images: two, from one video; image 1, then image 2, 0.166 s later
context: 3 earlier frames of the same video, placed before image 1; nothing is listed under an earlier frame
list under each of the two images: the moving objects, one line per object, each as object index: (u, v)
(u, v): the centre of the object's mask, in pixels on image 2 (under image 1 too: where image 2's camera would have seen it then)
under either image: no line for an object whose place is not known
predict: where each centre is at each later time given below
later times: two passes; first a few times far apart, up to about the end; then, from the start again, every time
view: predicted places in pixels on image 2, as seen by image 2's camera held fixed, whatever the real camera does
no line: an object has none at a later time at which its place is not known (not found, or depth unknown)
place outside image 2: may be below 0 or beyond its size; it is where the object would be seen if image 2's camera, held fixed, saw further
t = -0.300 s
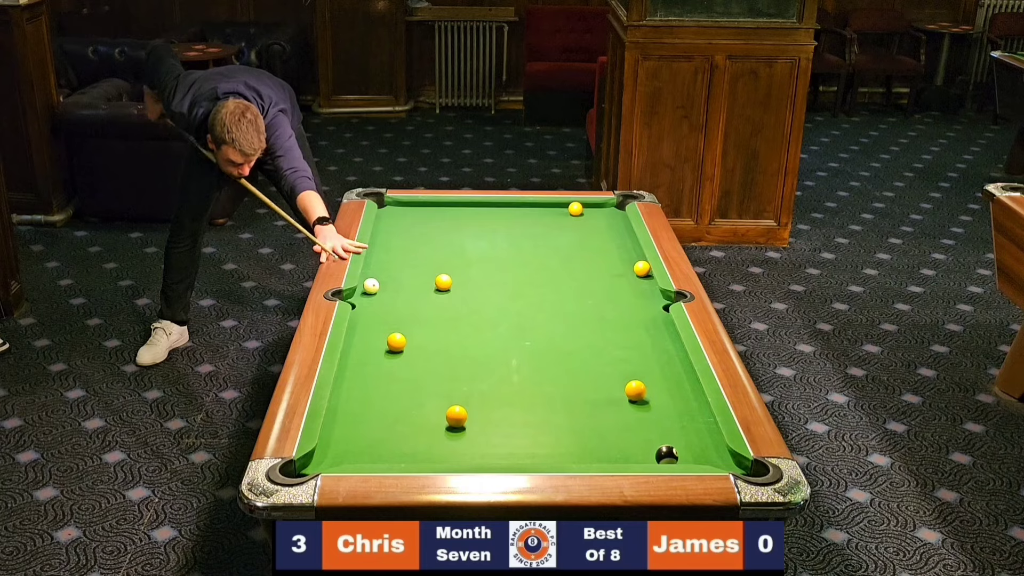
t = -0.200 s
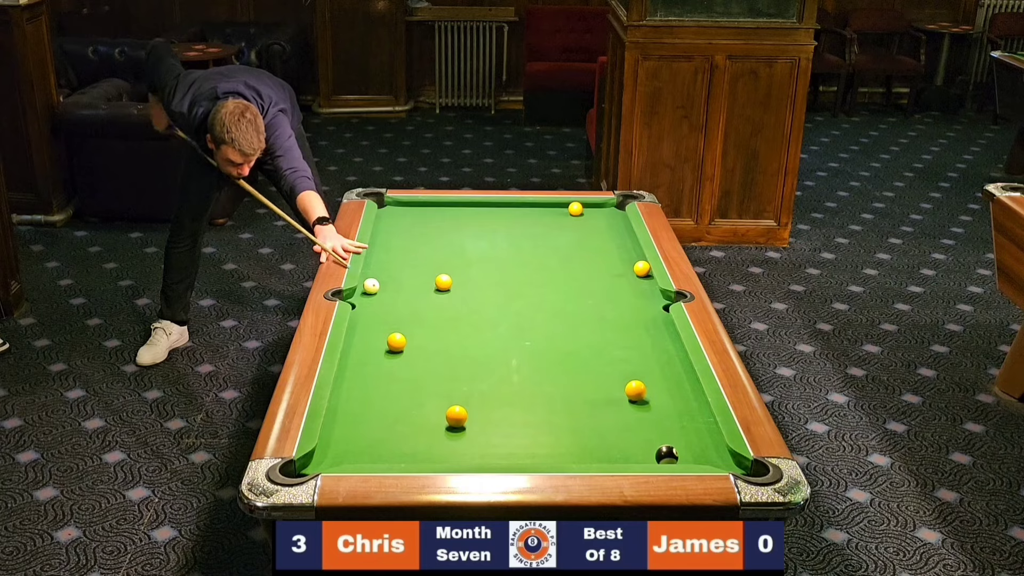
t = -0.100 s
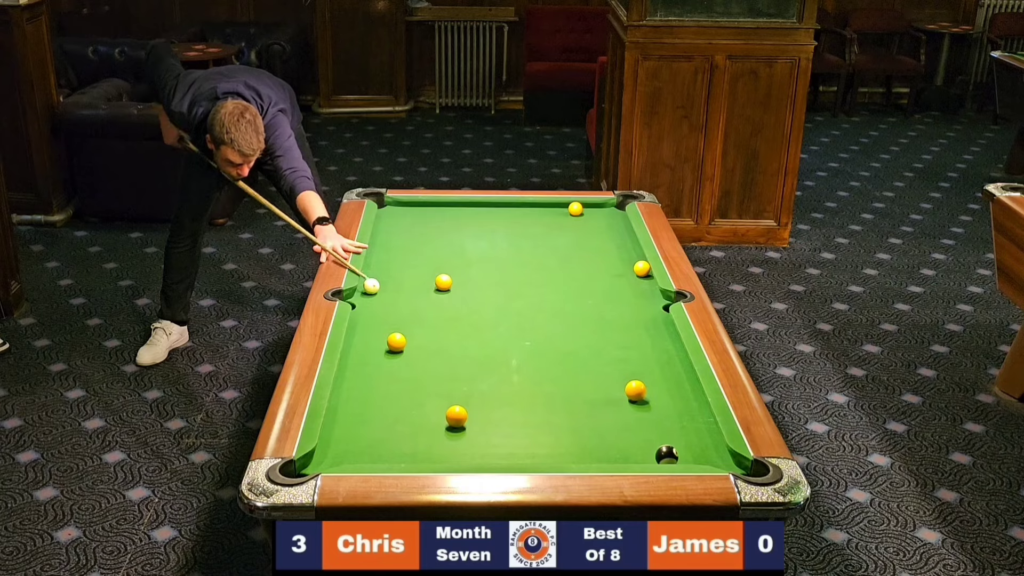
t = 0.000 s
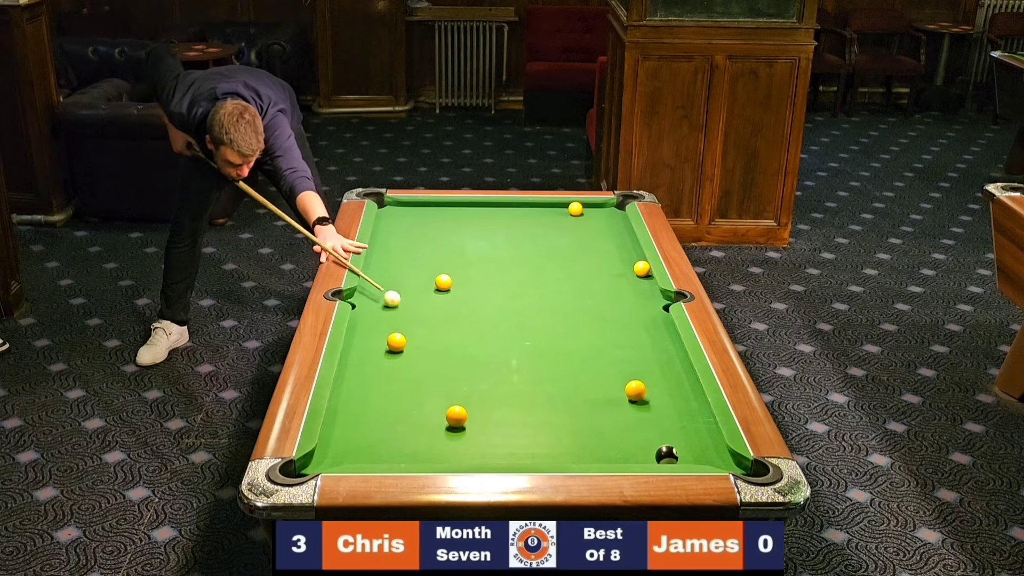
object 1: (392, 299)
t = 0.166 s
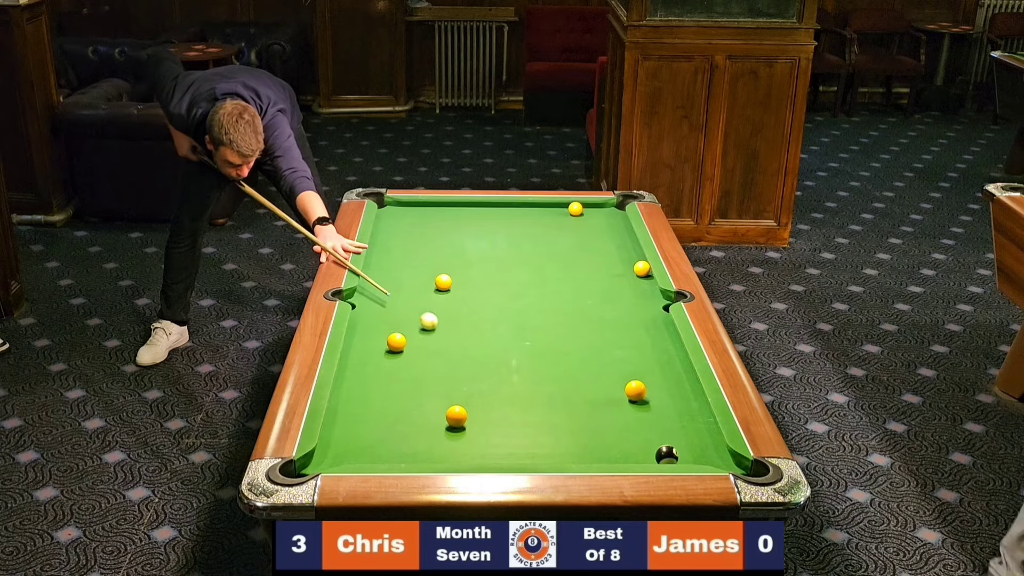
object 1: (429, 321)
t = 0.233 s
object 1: (444, 331)
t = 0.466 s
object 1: (503, 367)
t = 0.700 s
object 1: (568, 406)
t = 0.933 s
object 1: (643, 451)
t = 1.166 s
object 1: (634, 450)
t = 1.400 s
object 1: (622, 428)
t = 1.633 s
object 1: (612, 410)
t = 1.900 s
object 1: (601, 392)
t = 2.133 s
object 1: (593, 377)
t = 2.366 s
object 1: (586, 364)
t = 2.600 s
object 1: (580, 353)
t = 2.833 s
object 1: (574, 343)
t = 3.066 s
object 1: (569, 334)
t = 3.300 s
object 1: (564, 327)
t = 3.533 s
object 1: (560, 320)
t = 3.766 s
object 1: (557, 315)
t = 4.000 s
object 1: (554, 310)
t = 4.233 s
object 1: (551, 306)
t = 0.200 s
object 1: (436, 326)
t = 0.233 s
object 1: (444, 331)
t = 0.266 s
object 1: (452, 336)
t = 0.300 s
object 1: (460, 341)
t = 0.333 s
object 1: (469, 346)
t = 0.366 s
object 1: (477, 351)
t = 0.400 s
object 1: (485, 356)
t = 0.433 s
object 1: (494, 361)
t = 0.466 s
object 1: (503, 367)
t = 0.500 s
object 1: (512, 372)
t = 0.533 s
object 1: (521, 378)
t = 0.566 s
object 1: (530, 383)
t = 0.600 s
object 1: (539, 389)
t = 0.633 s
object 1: (549, 395)
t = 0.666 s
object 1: (559, 400)
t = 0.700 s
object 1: (568, 406)
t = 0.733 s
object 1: (578, 412)
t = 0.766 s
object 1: (589, 418)
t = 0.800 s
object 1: (599, 424)
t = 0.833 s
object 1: (610, 431)
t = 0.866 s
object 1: (620, 437)
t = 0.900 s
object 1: (632, 444)
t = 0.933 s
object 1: (643, 451)
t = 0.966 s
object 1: (643, 455)
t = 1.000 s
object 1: (641, 457)
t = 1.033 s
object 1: (641, 459)
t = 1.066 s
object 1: (639, 457)
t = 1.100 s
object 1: (638, 455)
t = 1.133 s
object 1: (636, 453)
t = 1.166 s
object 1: (634, 450)
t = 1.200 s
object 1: (632, 446)
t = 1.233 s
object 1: (630, 443)
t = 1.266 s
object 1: (629, 440)
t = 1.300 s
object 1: (627, 437)
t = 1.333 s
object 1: (626, 434)
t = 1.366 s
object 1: (624, 431)
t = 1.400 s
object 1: (622, 428)
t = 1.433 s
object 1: (621, 426)
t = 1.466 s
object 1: (619, 423)
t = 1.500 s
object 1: (618, 420)
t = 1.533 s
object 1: (616, 417)
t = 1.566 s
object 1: (615, 415)
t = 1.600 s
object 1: (613, 412)
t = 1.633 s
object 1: (612, 410)
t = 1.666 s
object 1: (611, 407)
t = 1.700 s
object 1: (609, 405)
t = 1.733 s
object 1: (607, 403)
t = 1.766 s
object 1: (606, 400)
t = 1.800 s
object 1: (605, 398)
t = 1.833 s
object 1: (604, 396)
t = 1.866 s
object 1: (602, 394)
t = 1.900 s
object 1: (601, 392)
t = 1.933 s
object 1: (600, 389)
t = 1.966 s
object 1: (599, 387)
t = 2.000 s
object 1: (598, 385)
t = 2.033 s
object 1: (597, 383)
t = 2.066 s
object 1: (595, 381)
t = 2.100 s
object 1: (594, 379)
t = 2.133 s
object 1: (593, 377)
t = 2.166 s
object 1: (592, 375)
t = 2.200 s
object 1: (591, 373)
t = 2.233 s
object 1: (590, 371)
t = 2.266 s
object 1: (589, 369)
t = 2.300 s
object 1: (588, 368)
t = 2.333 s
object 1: (587, 366)
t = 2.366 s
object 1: (586, 364)
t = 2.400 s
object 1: (585, 363)
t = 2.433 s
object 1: (584, 361)
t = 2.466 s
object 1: (583, 359)
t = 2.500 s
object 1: (582, 358)
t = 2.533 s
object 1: (581, 356)
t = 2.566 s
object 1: (581, 355)
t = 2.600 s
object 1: (580, 353)
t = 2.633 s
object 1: (579, 352)
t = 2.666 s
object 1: (578, 350)
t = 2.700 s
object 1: (577, 349)
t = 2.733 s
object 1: (576, 347)
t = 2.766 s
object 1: (575, 346)
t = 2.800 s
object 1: (575, 345)
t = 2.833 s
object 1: (574, 343)
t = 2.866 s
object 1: (573, 342)
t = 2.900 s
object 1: (572, 340)
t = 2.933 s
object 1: (572, 339)
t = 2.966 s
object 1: (571, 338)
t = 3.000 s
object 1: (570, 337)
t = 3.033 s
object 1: (570, 336)
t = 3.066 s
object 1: (569, 334)
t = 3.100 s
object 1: (568, 333)
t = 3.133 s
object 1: (567, 332)
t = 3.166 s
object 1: (567, 331)
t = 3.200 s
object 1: (566, 330)
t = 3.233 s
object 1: (565, 329)
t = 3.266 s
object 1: (565, 328)
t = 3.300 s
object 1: (564, 327)
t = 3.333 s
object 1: (564, 326)
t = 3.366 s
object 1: (563, 325)
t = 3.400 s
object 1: (562, 324)
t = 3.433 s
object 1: (562, 323)
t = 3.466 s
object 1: (561, 322)
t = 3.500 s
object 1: (561, 321)
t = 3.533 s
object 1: (560, 320)
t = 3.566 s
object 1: (560, 319)
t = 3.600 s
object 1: (559, 319)
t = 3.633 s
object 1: (559, 318)
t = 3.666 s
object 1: (558, 317)
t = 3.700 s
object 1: (558, 316)
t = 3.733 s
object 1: (557, 316)
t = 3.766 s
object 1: (557, 315)
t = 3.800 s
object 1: (557, 314)
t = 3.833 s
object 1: (556, 313)
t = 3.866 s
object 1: (556, 313)
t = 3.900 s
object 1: (555, 312)
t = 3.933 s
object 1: (555, 311)
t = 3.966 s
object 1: (555, 311)
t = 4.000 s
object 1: (554, 310)
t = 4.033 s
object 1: (554, 309)
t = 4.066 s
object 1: (553, 309)
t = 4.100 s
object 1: (553, 308)
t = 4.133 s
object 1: (553, 308)
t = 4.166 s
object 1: (552, 307)
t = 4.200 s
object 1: (552, 307)
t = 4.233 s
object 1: (551, 306)
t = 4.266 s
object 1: (551, 306)
